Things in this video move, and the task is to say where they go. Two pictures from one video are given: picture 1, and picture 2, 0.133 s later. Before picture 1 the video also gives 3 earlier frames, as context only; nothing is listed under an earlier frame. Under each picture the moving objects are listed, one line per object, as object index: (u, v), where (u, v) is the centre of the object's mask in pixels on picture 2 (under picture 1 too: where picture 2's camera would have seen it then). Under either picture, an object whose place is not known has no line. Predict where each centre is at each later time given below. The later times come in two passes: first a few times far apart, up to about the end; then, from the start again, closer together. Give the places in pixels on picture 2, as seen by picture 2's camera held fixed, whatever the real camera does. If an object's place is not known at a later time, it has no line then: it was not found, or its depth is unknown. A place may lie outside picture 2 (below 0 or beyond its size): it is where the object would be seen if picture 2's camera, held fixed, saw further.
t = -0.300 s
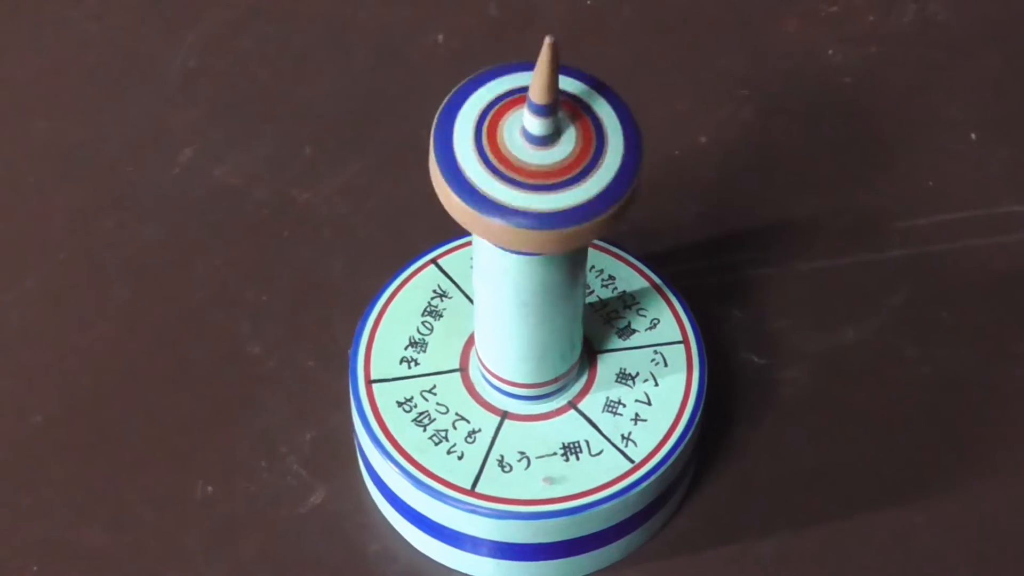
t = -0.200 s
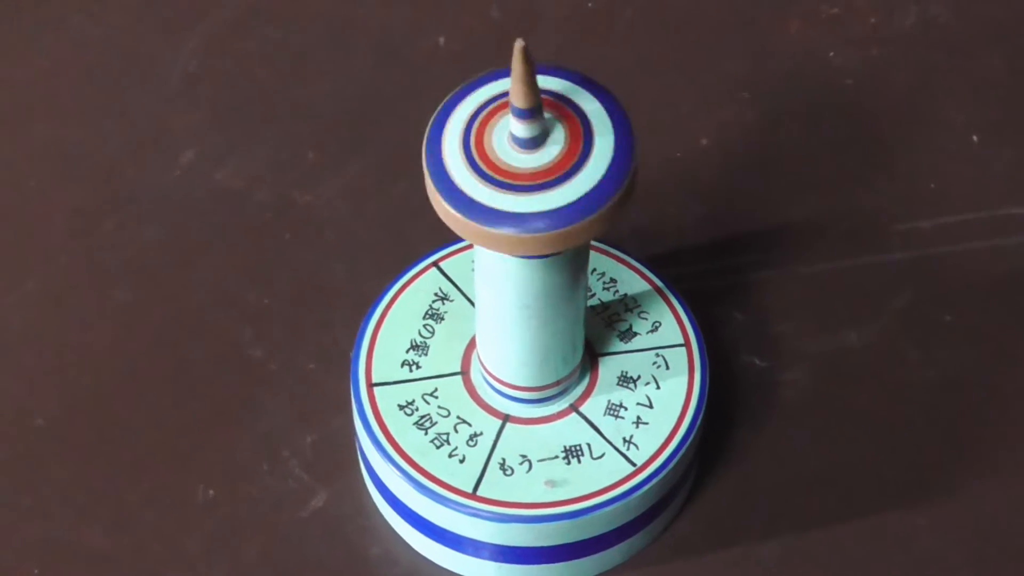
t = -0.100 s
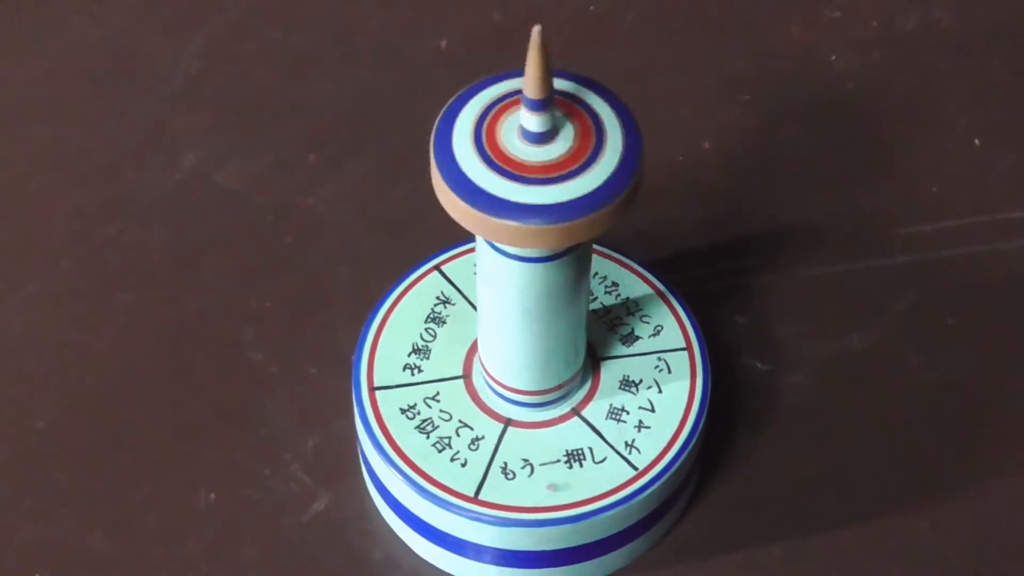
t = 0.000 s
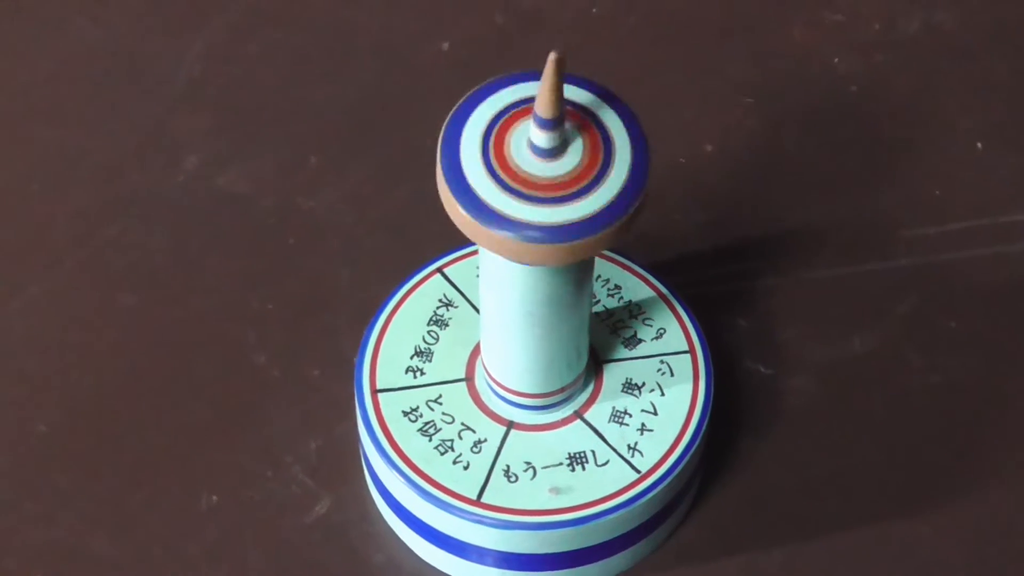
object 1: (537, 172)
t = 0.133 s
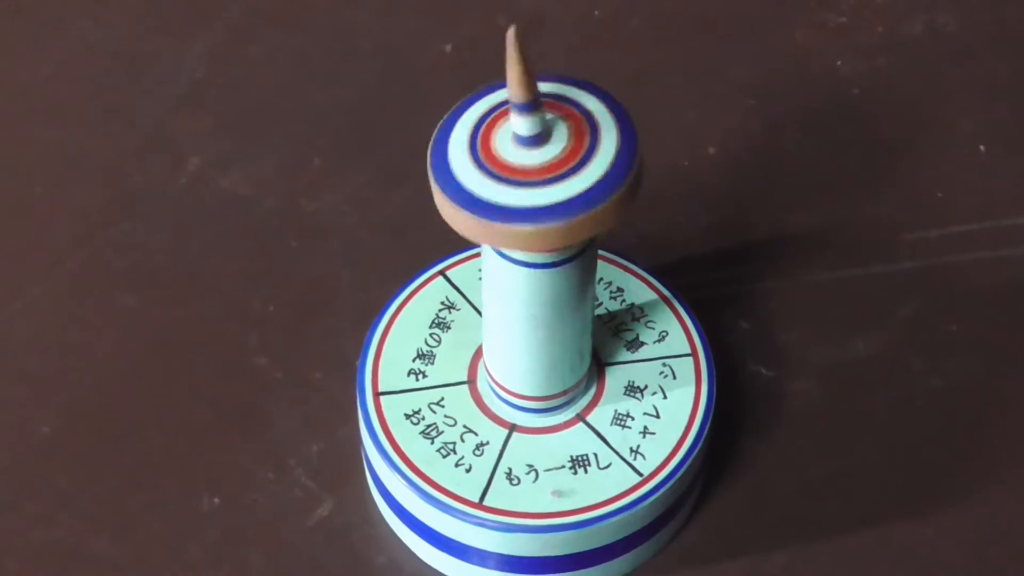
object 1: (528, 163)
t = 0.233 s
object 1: (543, 166)
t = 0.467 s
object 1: (540, 151)
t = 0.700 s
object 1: (523, 156)
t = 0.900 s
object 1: (529, 182)
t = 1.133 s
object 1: (544, 179)
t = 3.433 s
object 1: (435, 177)
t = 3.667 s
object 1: (439, 177)
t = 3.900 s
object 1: (437, 178)
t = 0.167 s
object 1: (533, 157)
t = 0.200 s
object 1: (540, 160)
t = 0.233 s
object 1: (543, 166)
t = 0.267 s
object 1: (540, 176)
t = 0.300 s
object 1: (533, 181)
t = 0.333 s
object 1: (524, 182)
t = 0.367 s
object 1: (518, 175)
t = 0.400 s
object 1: (521, 165)
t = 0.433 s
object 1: (526, 156)
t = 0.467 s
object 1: (540, 151)
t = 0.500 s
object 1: (551, 159)
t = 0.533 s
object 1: (553, 174)
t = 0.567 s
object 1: (545, 186)
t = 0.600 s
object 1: (531, 188)
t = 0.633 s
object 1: (520, 184)
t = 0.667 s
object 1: (518, 173)
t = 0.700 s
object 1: (523, 156)
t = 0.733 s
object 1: (538, 152)
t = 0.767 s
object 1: (549, 154)
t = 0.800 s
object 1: (553, 166)
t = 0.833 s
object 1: (548, 177)
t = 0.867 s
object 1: (540, 182)
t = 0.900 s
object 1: (529, 182)
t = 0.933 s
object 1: (526, 175)
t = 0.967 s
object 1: (526, 168)
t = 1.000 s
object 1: (531, 159)
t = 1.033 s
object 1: (540, 155)
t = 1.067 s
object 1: (547, 160)
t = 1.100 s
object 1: (550, 169)
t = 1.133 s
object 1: (544, 179)
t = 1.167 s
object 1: (535, 184)
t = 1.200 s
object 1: (523, 184)
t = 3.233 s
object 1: (435, 177)
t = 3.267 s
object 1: (435, 177)
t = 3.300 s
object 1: (435, 177)
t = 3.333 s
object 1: (435, 177)
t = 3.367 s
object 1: (435, 177)
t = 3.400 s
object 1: (434, 177)
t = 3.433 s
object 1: (435, 177)
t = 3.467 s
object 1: (437, 178)
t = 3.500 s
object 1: (437, 177)
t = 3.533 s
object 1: (437, 177)
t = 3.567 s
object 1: (437, 177)
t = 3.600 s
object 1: (438, 177)
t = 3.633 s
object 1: (438, 177)
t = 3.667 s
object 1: (439, 177)
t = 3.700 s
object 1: (440, 179)
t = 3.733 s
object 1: (440, 178)
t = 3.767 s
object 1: (440, 178)
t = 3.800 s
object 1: (439, 178)
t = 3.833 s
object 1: (439, 178)
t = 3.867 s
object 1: (438, 178)
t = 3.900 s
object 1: (437, 178)
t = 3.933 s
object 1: (436, 178)
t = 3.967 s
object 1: (437, 178)
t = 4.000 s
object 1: (438, 177)
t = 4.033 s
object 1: (439, 177)
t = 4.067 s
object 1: (439, 177)
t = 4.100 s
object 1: (440, 176)
